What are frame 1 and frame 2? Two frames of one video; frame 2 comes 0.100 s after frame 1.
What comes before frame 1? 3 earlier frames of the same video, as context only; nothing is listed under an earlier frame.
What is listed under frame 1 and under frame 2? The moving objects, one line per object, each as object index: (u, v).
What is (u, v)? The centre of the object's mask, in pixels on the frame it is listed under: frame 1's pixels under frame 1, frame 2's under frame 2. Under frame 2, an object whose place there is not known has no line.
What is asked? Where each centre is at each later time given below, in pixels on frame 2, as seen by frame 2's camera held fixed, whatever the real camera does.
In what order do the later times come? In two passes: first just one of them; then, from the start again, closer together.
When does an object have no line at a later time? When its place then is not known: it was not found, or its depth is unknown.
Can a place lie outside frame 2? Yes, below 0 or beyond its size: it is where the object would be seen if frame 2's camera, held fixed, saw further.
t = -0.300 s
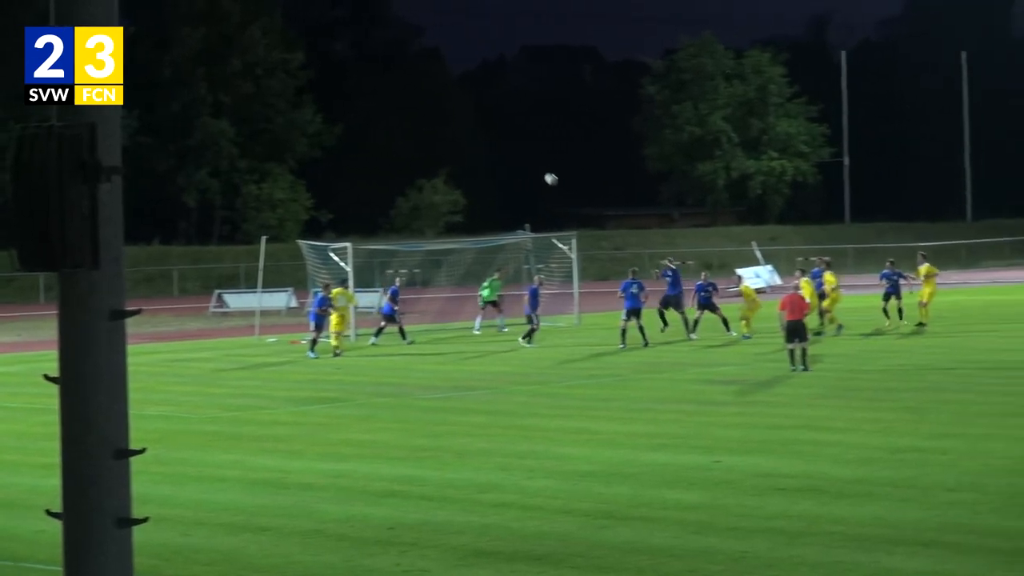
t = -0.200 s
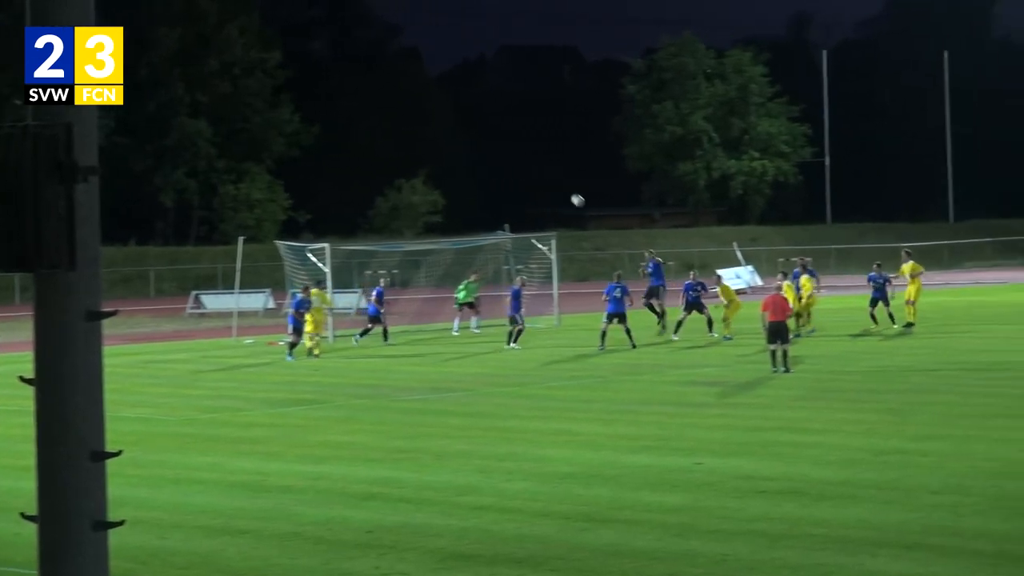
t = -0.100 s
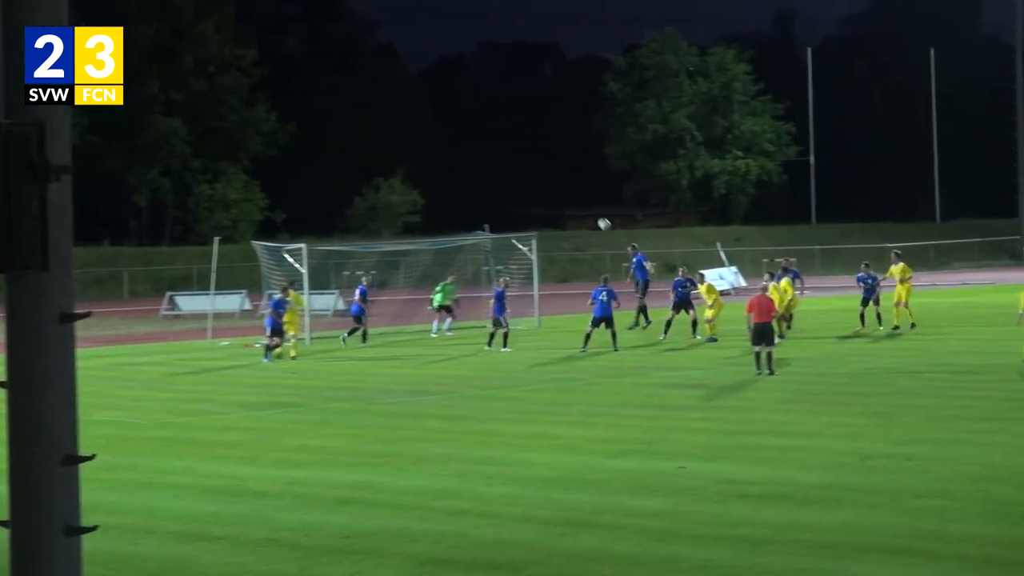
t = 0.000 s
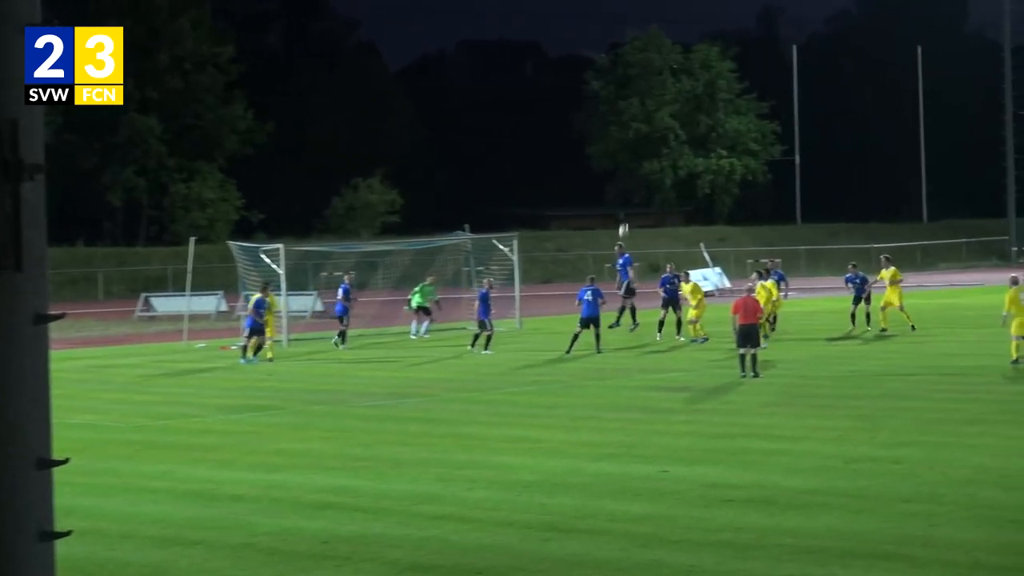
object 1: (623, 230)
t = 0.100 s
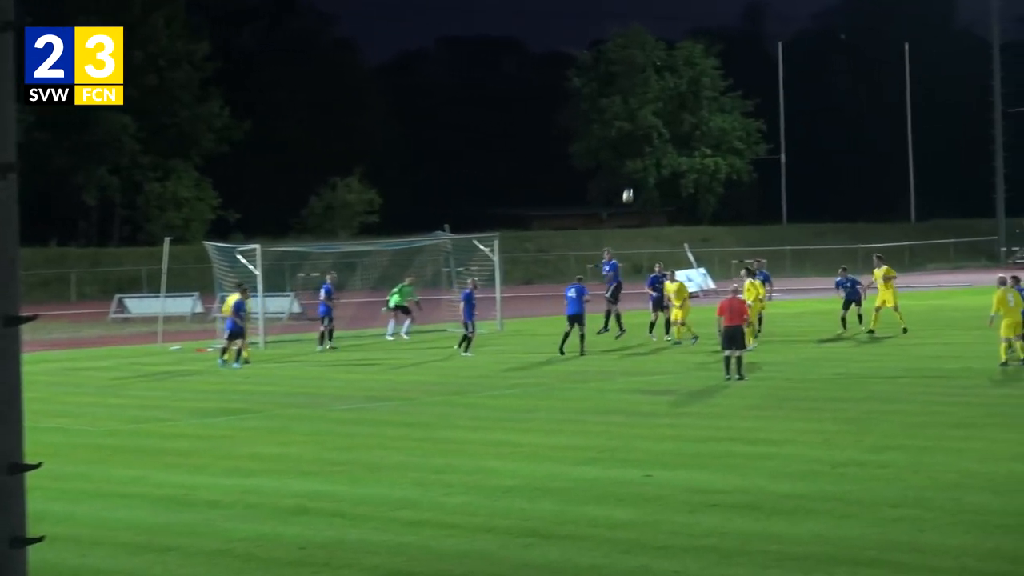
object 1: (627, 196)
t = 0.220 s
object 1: (642, 160)
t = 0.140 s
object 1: (633, 184)
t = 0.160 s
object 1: (635, 179)
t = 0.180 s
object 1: (637, 171)
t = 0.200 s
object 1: (640, 167)
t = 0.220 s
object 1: (642, 160)
